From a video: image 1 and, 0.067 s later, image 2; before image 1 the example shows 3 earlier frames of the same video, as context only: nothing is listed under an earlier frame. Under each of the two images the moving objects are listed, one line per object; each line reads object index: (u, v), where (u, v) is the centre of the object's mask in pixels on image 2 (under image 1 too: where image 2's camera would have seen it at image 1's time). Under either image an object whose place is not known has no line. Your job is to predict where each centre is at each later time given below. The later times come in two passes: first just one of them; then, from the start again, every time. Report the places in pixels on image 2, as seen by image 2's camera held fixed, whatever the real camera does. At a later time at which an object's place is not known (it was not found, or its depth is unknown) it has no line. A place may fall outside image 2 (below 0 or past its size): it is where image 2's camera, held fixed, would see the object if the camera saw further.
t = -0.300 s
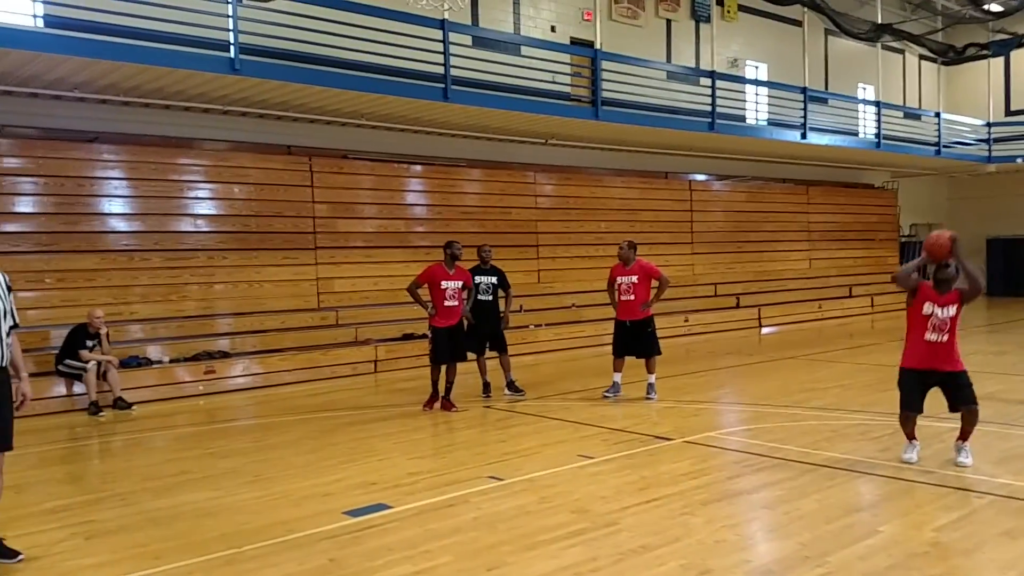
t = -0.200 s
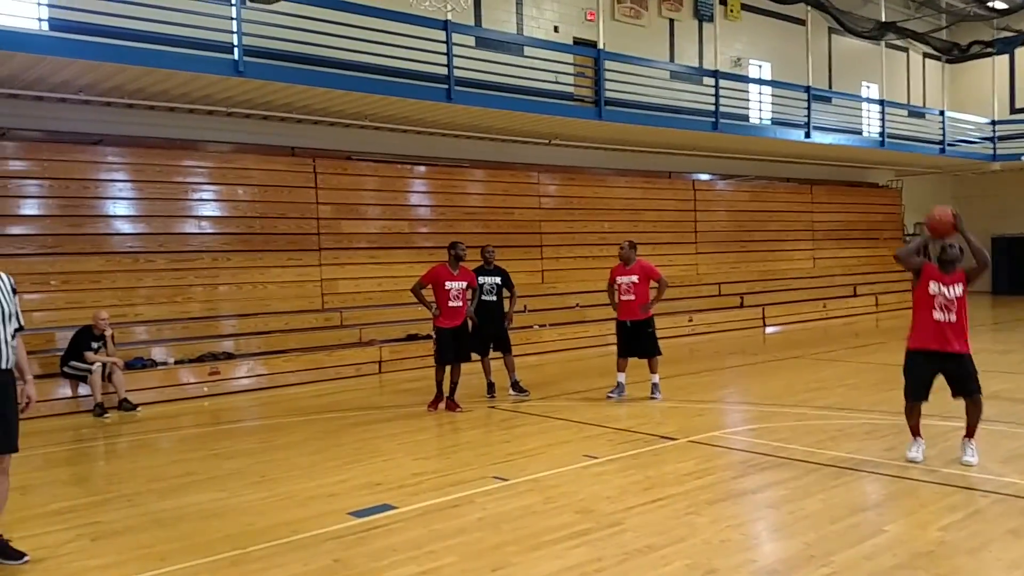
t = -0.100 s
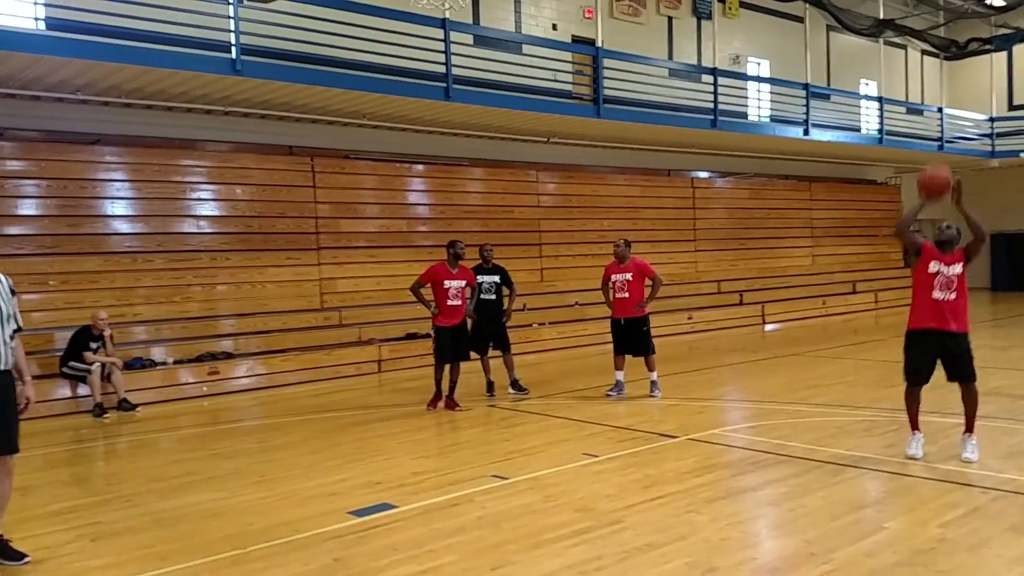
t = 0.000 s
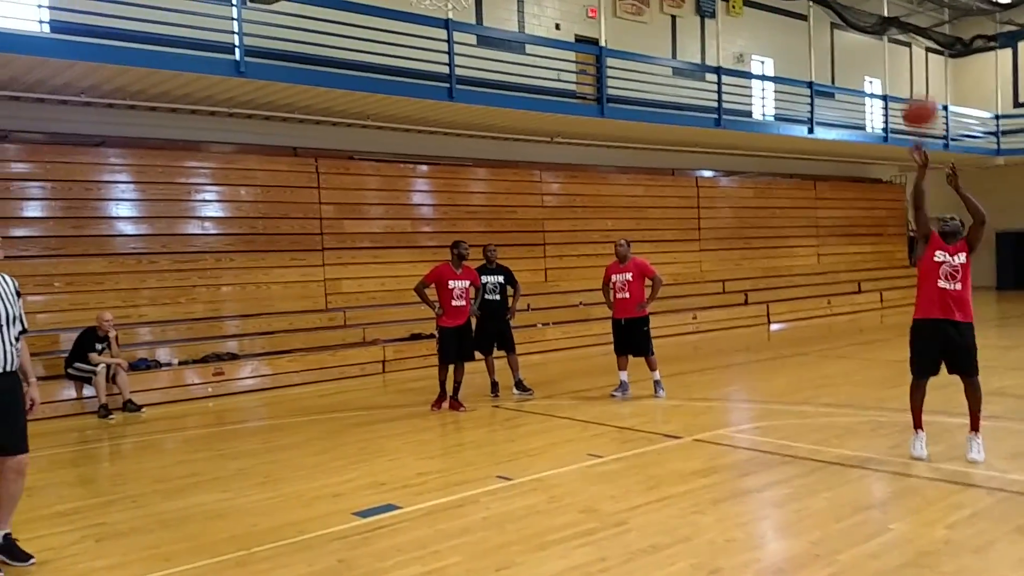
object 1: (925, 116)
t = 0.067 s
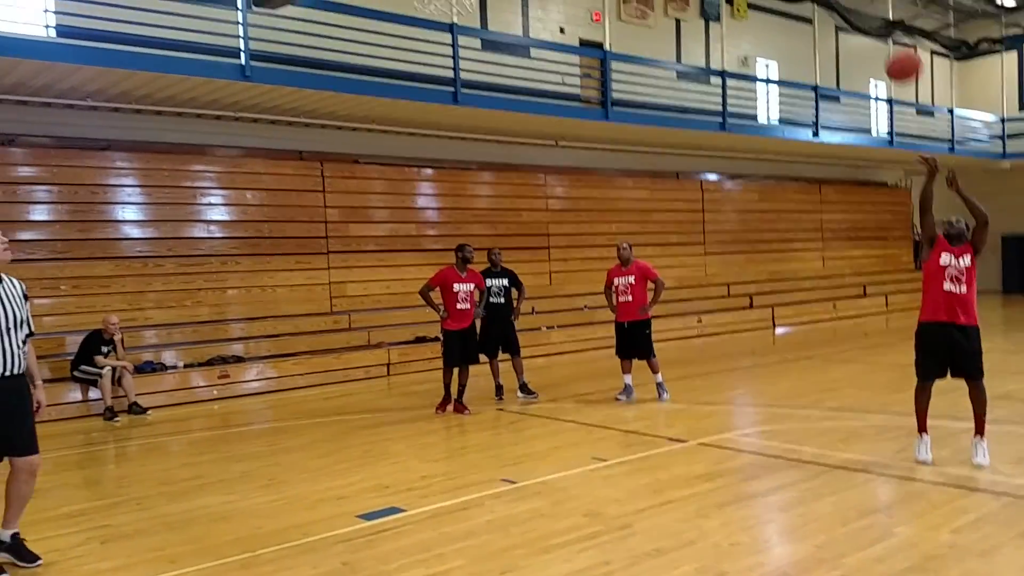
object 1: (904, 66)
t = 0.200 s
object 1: (858, -7)
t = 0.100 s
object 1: (893, 40)
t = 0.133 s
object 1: (883, 20)
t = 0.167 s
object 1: (871, 4)
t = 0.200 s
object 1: (858, -7)
